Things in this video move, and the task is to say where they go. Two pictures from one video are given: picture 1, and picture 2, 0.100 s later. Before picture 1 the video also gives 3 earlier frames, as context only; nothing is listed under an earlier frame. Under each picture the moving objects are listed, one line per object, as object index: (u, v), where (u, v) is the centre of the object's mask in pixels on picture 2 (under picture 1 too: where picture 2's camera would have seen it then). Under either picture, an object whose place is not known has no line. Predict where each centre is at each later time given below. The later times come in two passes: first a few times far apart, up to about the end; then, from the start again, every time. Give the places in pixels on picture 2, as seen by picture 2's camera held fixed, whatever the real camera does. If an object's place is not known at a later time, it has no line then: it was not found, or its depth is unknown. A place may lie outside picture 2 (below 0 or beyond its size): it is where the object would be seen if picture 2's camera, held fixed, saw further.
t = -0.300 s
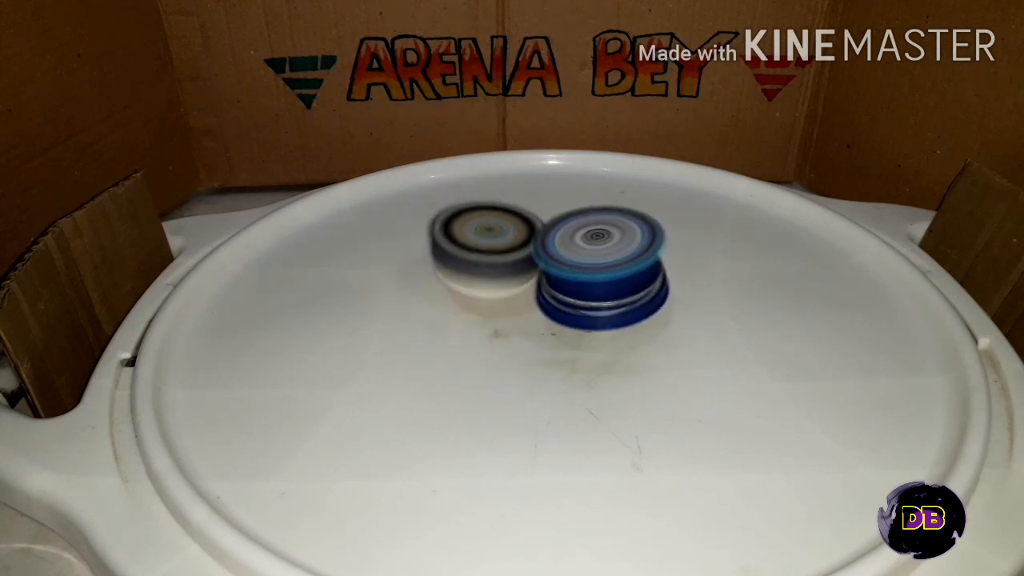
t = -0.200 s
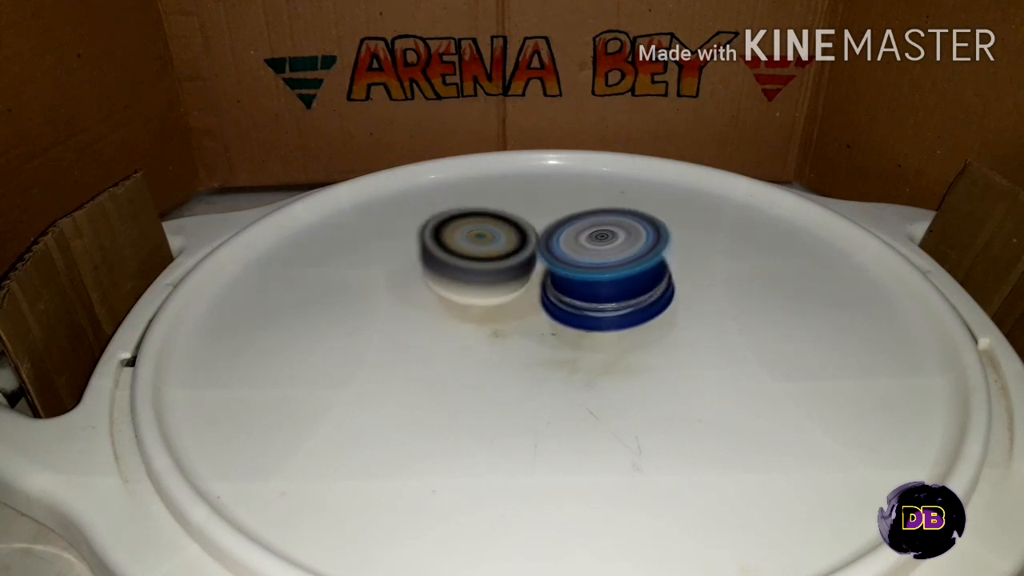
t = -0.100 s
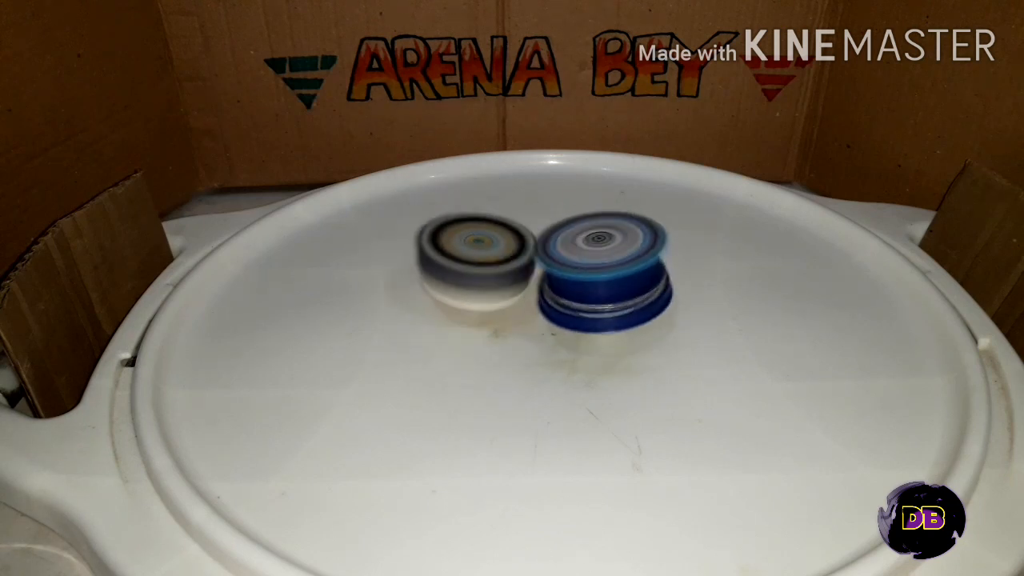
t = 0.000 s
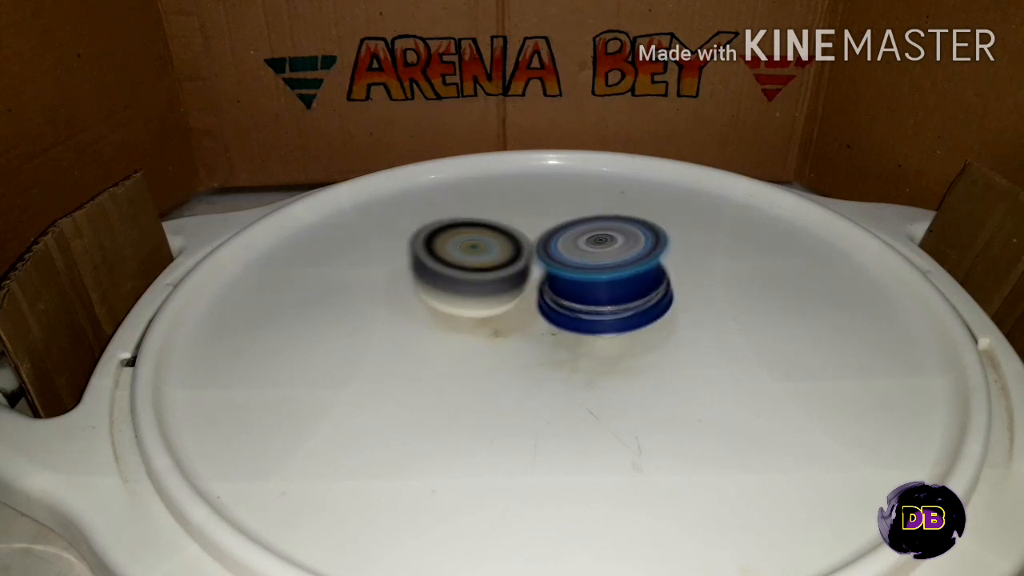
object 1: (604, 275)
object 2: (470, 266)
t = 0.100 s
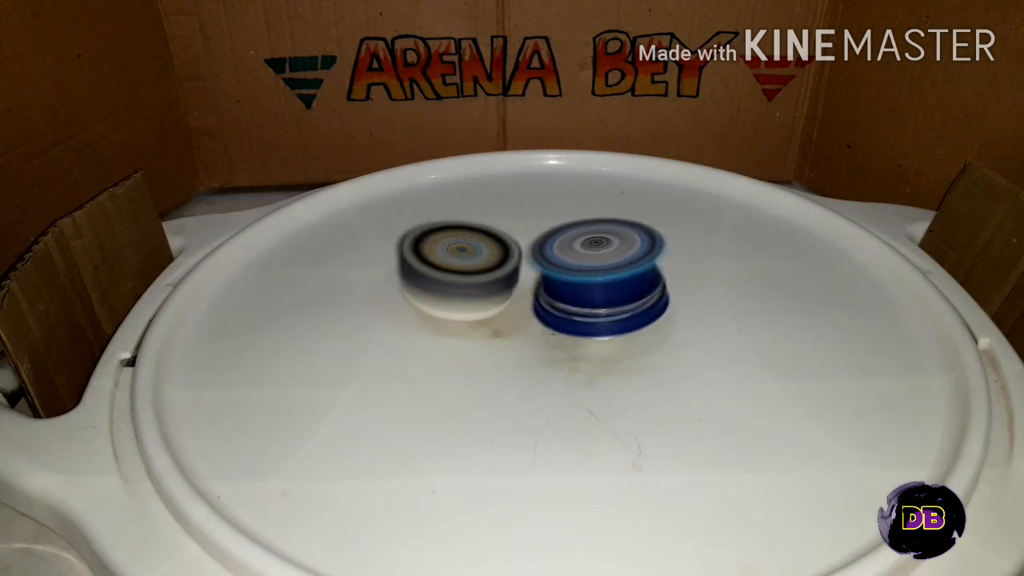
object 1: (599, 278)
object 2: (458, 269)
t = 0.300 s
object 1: (594, 277)
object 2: (443, 275)
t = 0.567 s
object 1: (569, 268)
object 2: (443, 277)
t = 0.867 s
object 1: (591, 244)
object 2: (345, 316)
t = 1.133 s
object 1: (588, 241)
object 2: (215, 438)
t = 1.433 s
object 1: (554, 258)
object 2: (301, 478)
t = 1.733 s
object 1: (511, 292)
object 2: (501, 493)
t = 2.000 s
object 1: (498, 304)
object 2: (697, 476)
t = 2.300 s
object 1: (519, 296)
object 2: (870, 416)
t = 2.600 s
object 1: (570, 270)
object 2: (944, 350)
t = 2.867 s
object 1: (587, 250)
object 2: (919, 278)
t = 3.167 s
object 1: (575, 252)
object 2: (862, 213)
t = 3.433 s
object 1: (533, 268)
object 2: (789, 185)
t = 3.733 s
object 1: (500, 286)
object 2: (718, 168)
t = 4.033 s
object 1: (504, 289)
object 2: (630, 172)
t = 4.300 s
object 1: (548, 284)
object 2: (559, 186)
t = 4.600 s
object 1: (586, 282)
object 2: (520, 215)
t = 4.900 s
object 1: (576, 293)
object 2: (485, 239)
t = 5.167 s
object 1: (543, 299)
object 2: (465, 242)
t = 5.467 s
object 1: (540, 297)
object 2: (491, 220)
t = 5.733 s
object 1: (552, 306)
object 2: (583, 221)
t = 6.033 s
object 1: (556, 310)
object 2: (631, 243)
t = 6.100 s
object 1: (546, 310)
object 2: (630, 251)
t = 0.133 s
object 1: (596, 279)
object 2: (459, 270)
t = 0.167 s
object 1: (592, 279)
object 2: (461, 271)
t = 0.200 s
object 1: (588, 280)
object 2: (463, 272)
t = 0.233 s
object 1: (591, 279)
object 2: (457, 273)
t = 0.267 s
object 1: (594, 277)
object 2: (448, 274)
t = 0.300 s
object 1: (594, 277)
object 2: (443, 275)
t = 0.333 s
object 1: (592, 276)
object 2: (440, 275)
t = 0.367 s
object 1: (587, 276)
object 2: (439, 276)
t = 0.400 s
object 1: (581, 275)
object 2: (442, 276)
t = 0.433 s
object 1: (575, 274)
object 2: (446, 277)
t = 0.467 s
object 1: (576, 272)
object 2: (444, 277)
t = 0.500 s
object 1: (576, 271)
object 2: (441, 277)
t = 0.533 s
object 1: (572, 269)
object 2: (440, 277)
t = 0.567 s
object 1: (569, 268)
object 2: (443, 277)
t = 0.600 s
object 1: (568, 266)
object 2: (440, 278)
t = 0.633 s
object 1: (567, 264)
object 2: (437, 279)
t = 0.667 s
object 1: (564, 263)
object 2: (438, 280)
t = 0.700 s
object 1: (564, 261)
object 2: (437, 281)
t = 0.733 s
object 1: (576, 256)
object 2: (417, 286)
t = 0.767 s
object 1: (584, 252)
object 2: (396, 290)
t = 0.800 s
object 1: (587, 249)
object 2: (378, 296)
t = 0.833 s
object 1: (589, 246)
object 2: (360, 306)
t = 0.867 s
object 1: (591, 244)
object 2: (345, 316)
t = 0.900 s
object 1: (592, 242)
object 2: (328, 330)
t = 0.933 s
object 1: (592, 241)
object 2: (311, 345)
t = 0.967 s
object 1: (592, 240)
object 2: (293, 361)
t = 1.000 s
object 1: (592, 239)
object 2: (274, 379)
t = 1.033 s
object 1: (591, 239)
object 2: (251, 399)
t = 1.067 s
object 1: (591, 240)
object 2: (230, 420)
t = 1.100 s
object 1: (590, 240)
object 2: (208, 437)
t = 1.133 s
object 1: (588, 241)
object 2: (215, 438)
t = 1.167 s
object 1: (586, 242)
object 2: (228, 444)
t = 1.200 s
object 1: (584, 243)
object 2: (231, 449)
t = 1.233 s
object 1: (581, 244)
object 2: (235, 452)
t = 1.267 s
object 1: (578, 246)
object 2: (244, 454)
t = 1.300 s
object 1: (574, 248)
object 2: (251, 456)
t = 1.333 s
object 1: (570, 250)
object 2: (258, 462)
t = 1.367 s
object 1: (565, 253)
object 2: (266, 472)
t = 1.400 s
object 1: (560, 255)
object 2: (277, 482)
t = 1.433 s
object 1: (554, 258)
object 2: (301, 478)
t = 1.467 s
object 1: (548, 262)
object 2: (318, 478)
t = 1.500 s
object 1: (541, 265)
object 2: (336, 480)
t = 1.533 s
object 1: (535, 270)
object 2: (358, 480)
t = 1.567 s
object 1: (529, 274)
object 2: (379, 486)
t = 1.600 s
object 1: (526, 278)
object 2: (402, 488)
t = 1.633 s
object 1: (522, 282)
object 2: (426, 490)
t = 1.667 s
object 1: (517, 285)
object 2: (452, 491)
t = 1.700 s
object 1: (514, 289)
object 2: (477, 492)
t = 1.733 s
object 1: (511, 292)
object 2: (501, 493)
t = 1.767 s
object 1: (508, 295)
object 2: (527, 493)
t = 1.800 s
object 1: (505, 297)
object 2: (552, 492)
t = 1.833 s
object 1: (503, 299)
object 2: (577, 490)
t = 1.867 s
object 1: (502, 300)
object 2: (602, 489)
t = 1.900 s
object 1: (501, 302)
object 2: (626, 487)
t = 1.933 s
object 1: (500, 303)
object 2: (651, 483)
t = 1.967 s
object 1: (498, 303)
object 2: (673, 481)
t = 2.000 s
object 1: (498, 304)
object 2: (697, 476)
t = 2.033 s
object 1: (498, 304)
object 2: (719, 471)
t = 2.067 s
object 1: (499, 303)
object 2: (741, 467)
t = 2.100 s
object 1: (499, 303)
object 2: (762, 460)
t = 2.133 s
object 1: (502, 303)
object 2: (782, 454)
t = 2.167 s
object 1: (505, 302)
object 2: (800, 450)
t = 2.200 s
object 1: (508, 301)
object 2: (819, 439)
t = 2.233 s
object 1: (511, 300)
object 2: (834, 434)
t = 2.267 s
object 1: (515, 298)
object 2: (852, 423)
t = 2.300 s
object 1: (519, 296)
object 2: (870, 416)
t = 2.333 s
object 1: (524, 294)
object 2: (883, 414)
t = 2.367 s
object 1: (530, 292)
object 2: (900, 407)
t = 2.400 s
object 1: (536, 290)
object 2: (912, 402)
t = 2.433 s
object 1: (542, 287)
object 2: (922, 394)
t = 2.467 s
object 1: (549, 285)
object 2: (933, 386)
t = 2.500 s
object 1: (556, 282)
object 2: (940, 376)
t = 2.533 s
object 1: (561, 278)
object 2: (946, 369)
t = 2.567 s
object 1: (567, 275)
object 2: (948, 357)
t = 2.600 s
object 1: (570, 270)
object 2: (944, 350)
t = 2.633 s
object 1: (573, 267)
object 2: (945, 341)
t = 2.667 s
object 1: (576, 263)
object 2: (947, 332)
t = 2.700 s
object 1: (579, 260)
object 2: (949, 323)
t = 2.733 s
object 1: (581, 257)
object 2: (940, 313)
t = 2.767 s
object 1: (583, 255)
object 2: (932, 306)
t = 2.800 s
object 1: (585, 253)
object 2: (927, 297)
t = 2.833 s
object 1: (586, 251)
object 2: (922, 287)
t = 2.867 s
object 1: (587, 250)
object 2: (919, 278)
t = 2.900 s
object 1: (588, 249)
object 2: (915, 269)
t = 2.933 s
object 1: (588, 249)
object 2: (912, 258)
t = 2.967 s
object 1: (587, 249)
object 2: (910, 251)
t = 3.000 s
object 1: (586, 249)
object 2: (898, 244)
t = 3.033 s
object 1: (584, 249)
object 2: (887, 239)
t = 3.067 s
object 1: (583, 249)
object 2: (880, 232)
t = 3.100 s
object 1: (581, 250)
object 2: (874, 225)
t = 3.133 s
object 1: (579, 251)
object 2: (868, 218)
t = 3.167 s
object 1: (575, 252)
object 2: (862, 213)
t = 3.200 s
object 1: (572, 254)
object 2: (851, 209)
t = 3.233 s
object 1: (568, 255)
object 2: (841, 206)
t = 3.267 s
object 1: (563, 257)
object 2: (832, 202)
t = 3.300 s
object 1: (558, 258)
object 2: (823, 198)
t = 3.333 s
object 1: (553, 260)
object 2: (814, 195)
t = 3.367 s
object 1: (546, 262)
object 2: (805, 191)
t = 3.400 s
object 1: (539, 265)
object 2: (797, 187)
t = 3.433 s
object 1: (533, 268)
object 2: (789, 185)
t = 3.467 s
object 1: (527, 271)
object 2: (782, 182)
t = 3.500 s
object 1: (523, 273)
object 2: (773, 179)
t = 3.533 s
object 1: (518, 276)
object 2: (766, 176)
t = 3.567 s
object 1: (514, 278)
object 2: (758, 174)
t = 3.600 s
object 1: (510, 280)
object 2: (750, 173)
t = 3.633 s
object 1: (507, 281)
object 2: (743, 172)
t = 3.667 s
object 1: (504, 283)
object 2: (734, 171)
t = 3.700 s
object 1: (501, 285)
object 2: (725, 170)
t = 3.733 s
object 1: (500, 286)
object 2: (718, 168)
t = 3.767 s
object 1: (498, 287)
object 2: (709, 169)
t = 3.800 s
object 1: (497, 288)
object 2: (700, 169)
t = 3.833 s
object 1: (496, 288)
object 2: (691, 169)
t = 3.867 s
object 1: (496, 289)
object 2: (679, 169)
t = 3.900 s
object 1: (497, 289)
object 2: (670, 169)
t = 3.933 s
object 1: (498, 289)
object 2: (661, 170)
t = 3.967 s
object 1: (500, 289)
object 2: (650, 170)
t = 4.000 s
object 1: (502, 289)
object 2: (640, 171)
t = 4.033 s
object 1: (504, 289)
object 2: (630, 172)
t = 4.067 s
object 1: (508, 288)
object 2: (620, 174)
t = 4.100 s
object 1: (512, 288)
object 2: (610, 175)
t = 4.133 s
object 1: (516, 287)
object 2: (601, 177)
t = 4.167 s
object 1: (521, 287)
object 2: (591, 179)
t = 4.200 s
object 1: (526, 286)
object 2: (582, 181)
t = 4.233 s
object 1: (533, 285)
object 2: (574, 183)
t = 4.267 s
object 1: (539, 284)
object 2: (566, 185)
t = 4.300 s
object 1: (548, 284)
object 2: (559, 186)
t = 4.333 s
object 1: (554, 283)
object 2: (553, 187)
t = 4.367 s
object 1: (560, 282)
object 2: (548, 191)
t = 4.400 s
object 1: (567, 281)
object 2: (542, 195)
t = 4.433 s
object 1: (572, 278)
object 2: (536, 200)
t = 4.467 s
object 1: (576, 277)
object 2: (528, 209)
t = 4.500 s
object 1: (579, 280)
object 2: (527, 211)
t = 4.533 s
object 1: (580, 282)
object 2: (525, 212)
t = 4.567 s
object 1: (584, 282)
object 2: (523, 213)
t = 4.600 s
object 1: (586, 282)
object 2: (520, 215)
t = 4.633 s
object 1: (588, 283)
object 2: (517, 218)
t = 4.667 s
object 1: (588, 283)
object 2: (514, 221)
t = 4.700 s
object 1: (588, 283)
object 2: (511, 225)
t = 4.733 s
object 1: (587, 284)
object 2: (508, 229)
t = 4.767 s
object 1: (586, 285)
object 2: (504, 234)
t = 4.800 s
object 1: (585, 289)
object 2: (500, 236)
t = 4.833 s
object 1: (582, 291)
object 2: (495, 237)
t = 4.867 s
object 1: (579, 292)
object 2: (490, 238)
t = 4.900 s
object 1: (576, 293)
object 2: (485, 239)
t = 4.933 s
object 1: (572, 295)
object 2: (481, 240)
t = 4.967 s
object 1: (567, 296)
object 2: (477, 241)
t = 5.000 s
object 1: (562, 297)
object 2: (473, 242)
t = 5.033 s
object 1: (557, 298)
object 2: (471, 243)
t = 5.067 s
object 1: (552, 298)
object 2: (470, 244)
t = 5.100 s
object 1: (549, 299)
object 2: (468, 244)
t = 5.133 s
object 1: (546, 299)
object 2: (466, 243)
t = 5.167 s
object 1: (543, 299)
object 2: (465, 242)
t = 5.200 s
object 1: (543, 301)
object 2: (464, 239)
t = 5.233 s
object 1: (541, 302)
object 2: (463, 235)
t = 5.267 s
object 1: (541, 302)
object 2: (464, 231)
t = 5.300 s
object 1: (541, 301)
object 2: (465, 228)
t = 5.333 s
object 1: (540, 301)
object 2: (468, 226)
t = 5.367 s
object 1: (540, 301)
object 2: (472, 223)
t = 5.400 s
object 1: (539, 300)
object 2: (477, 222)
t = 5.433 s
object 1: (539, 298)
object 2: (483, 221)
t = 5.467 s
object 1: (540, 297)
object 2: (491, 220)
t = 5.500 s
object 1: (540, 295)
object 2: (499, 220)
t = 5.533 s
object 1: (542, 295)
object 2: (513, 218)
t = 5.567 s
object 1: (544, 298)
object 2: (525, 218)
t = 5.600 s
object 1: (546, 298)
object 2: (535, 218)
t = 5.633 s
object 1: (550, 299)
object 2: (547, 218)
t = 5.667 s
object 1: (553, 298)
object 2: (559, 220)
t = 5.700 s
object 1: (553, 302)
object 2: (572, 221)
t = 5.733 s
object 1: (552, 306)
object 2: (583, 221)
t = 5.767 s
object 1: (553, 308)
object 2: (592, 221)
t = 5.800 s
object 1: (555, 309)
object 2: (603, 222)
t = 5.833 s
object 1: (556, 310)
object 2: (611, 224)
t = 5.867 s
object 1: (556, 310)
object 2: (618, 226)
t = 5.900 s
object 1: (556, 311)
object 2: (623, 228)
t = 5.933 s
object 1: (556, 311)
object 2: (627, 230)
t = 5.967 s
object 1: (556, 311)
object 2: (630, 234)
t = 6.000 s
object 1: (556, 310)
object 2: (631, 238)
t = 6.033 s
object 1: (556, 310)
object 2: (631, 243)
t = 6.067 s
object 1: (555, 308)
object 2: (630, 248)
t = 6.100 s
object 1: (546, 310)
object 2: (630, 251)
